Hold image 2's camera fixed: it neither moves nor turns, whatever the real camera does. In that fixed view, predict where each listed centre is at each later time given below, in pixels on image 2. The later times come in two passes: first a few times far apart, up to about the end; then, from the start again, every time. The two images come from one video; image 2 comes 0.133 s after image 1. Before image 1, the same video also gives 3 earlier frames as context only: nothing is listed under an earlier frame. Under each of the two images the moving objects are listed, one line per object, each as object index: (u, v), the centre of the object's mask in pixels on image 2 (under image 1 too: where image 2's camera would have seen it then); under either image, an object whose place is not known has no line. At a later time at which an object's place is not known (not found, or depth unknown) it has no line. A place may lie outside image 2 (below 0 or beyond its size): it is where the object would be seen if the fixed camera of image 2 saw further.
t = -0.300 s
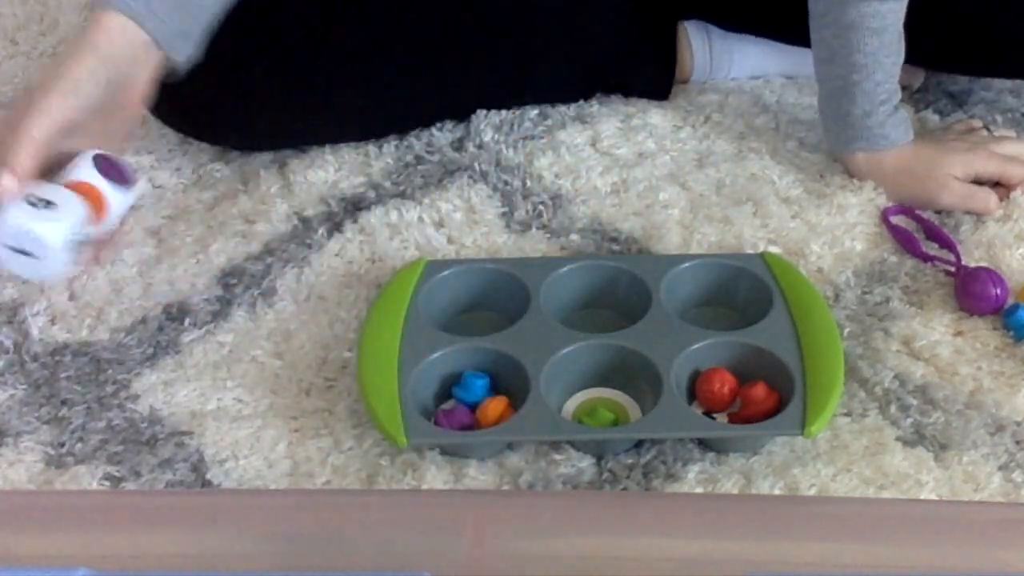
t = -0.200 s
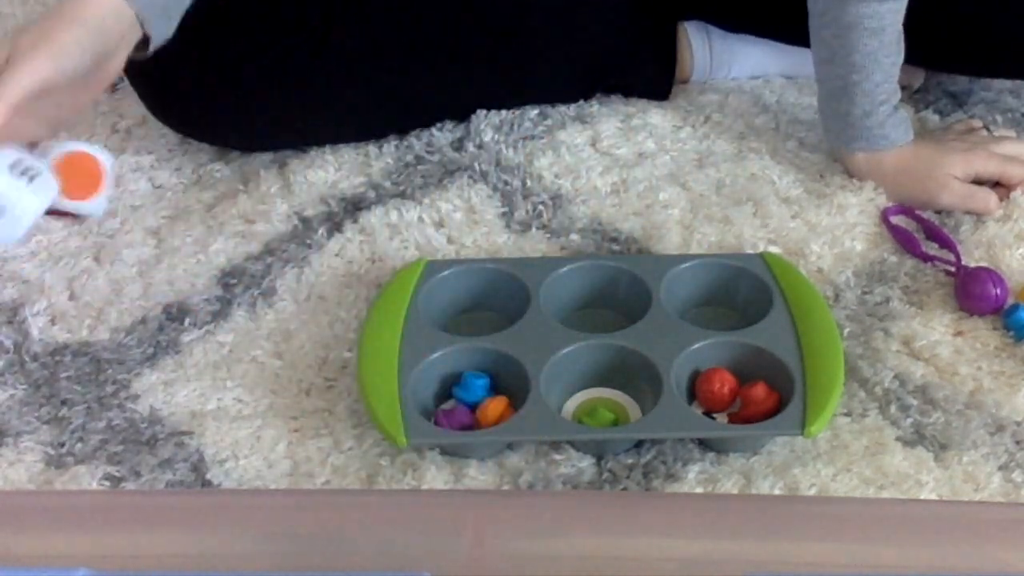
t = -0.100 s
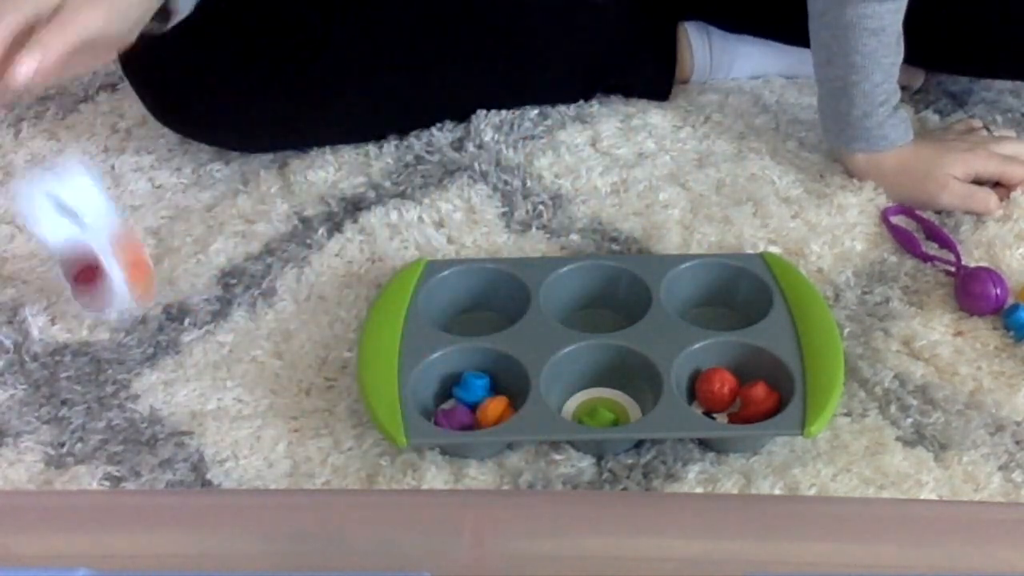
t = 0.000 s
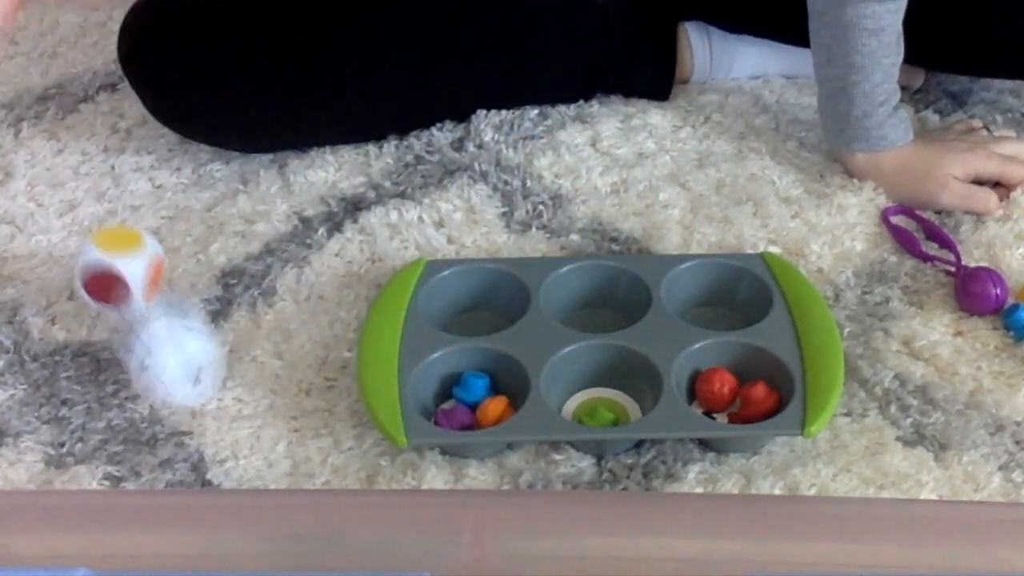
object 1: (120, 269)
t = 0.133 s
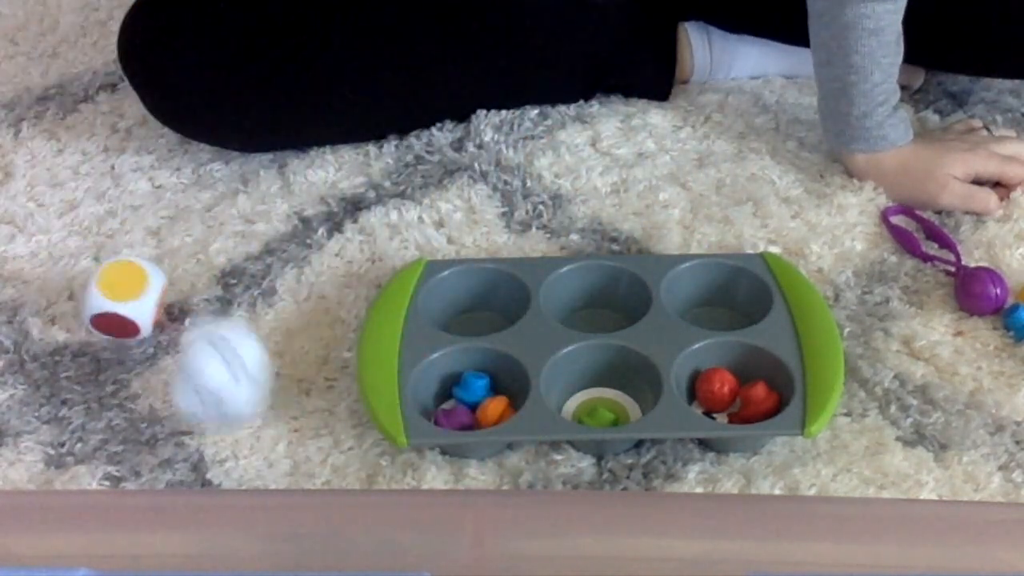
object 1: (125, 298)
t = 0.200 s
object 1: (119, 297)
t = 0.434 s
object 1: (120, 295)
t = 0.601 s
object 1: (120, 296)
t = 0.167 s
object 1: (120, 297)
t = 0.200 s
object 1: (119, 297)
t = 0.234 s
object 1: (119, 296)
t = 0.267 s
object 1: (120, 295)
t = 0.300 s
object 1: (120, 295)
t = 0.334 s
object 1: (120, 296)
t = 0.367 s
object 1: (120, 296)
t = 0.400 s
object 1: (120, 295)
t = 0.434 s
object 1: (120, 295)
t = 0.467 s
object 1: (120, 295)
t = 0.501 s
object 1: (120, 295)
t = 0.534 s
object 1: (120, 295)
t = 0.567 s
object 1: (120, 295)
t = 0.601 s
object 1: (120, 296)
